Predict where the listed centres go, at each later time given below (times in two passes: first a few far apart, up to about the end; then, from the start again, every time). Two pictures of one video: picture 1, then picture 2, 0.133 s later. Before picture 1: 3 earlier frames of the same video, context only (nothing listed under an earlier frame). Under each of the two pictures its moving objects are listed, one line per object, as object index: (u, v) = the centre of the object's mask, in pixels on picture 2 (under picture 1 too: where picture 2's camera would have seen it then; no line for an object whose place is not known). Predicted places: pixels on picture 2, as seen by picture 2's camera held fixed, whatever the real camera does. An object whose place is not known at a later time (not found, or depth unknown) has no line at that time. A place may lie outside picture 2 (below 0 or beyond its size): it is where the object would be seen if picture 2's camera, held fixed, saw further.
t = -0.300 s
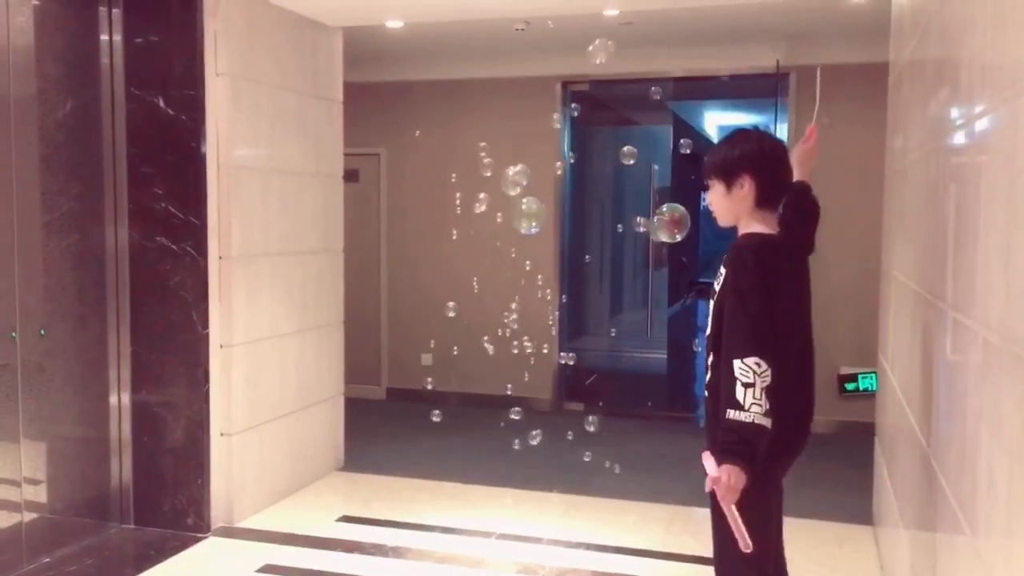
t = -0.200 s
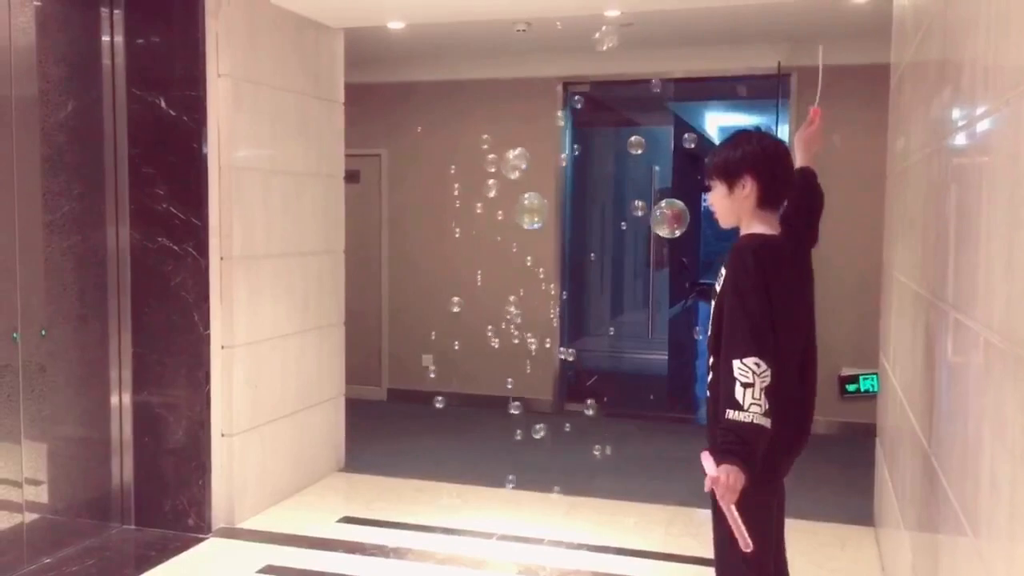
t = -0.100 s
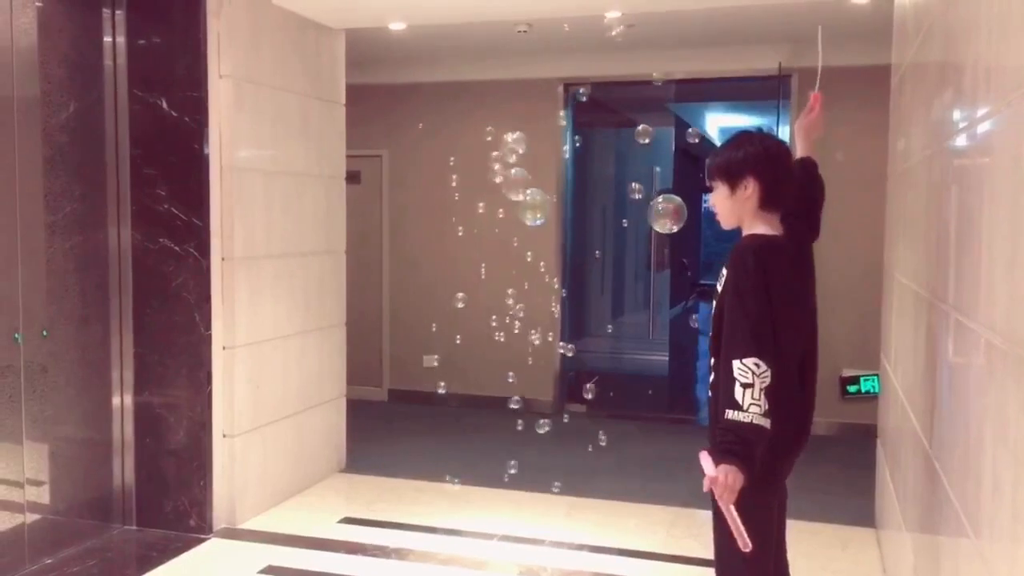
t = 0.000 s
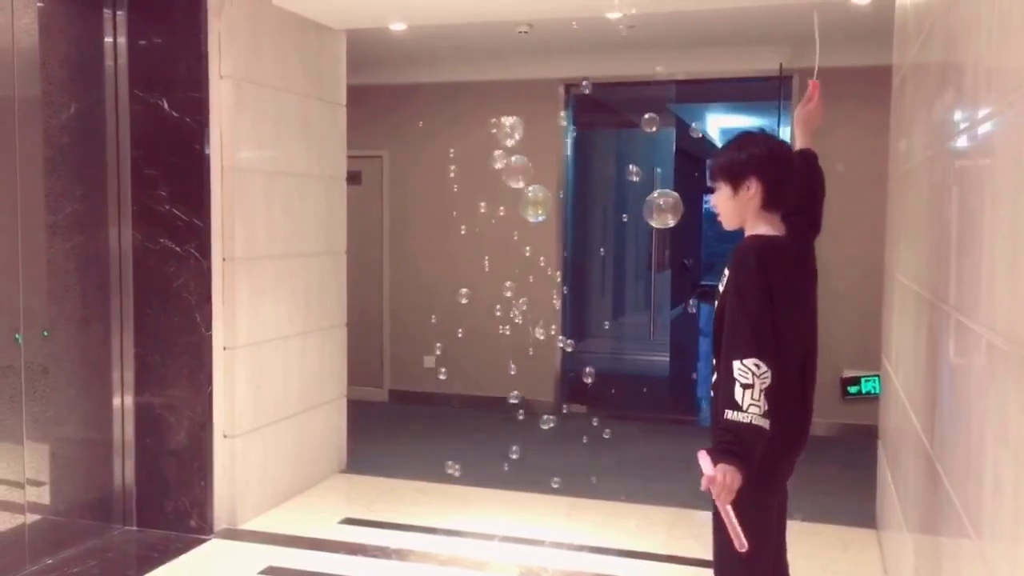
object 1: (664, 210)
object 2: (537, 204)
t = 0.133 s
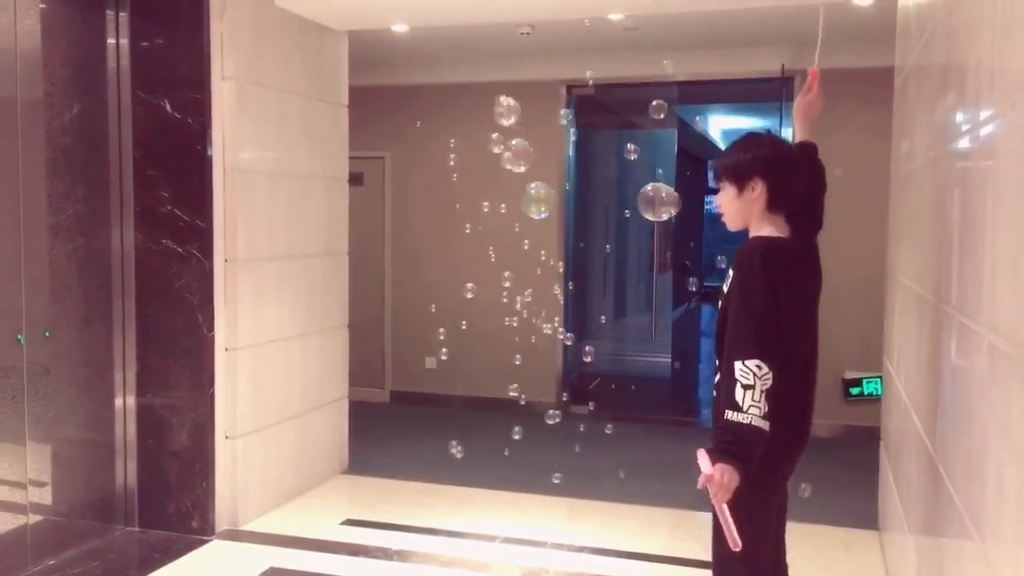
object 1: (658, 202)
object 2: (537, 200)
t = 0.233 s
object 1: (654, 196)
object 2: (538, 198)
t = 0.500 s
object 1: (633, 178)
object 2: (542, 198)
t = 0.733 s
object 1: (620, 155)
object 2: (548, 202)
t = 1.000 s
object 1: (610, 123)
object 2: (560, 200)
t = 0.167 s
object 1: (657, 200)
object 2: (538, 199)
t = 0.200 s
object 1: (655, 198)
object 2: (538, 199)
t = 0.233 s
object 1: (654, 196)
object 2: (538, 198)
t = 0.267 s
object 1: (649, 194)
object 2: (538, 198)
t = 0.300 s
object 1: (646, 192)
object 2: (538, 197)
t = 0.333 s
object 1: (644, 190)
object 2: (539, 197)
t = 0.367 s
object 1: (642, 188)
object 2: (539, 197)
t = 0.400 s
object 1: (639, 185)
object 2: (540, 197)
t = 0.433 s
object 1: (638, 183)
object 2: (540, 197)
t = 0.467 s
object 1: (636, 180)
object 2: (541, 197)
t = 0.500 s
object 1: (633, 178)
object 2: (542, 198)
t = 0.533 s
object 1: (631, 175)
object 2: (542, 198)
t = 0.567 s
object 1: (629, 172)
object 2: (543, 198)
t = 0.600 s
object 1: (627, 169)
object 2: (544, 199)
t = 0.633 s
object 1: (626, 166)
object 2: (545, 200)
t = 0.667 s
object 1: (623, 162)
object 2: (546, 201)
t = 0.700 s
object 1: (621, 159)
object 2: (547, 201)
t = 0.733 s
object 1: (620, 155)
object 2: (548, 202)
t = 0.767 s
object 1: (618, 152)
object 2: (549, 203)
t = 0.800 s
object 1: (617, 148)
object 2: (551, 204)
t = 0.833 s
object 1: (615, 144)
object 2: (552, 204)
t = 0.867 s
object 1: (614, 140)
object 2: (554, 203)
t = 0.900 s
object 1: (613, 135)
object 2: (555, 203)
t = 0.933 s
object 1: (613, 131)
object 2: (556, 203)
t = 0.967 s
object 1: (611, 128)
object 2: (558, 202)
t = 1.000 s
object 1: (610, 123)
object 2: (560, 200)
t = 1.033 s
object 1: (609, 119)
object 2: (563, 197)
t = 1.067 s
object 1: (607, 115)
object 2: (565, 194)
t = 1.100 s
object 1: (605, 110)
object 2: (566, 190)
